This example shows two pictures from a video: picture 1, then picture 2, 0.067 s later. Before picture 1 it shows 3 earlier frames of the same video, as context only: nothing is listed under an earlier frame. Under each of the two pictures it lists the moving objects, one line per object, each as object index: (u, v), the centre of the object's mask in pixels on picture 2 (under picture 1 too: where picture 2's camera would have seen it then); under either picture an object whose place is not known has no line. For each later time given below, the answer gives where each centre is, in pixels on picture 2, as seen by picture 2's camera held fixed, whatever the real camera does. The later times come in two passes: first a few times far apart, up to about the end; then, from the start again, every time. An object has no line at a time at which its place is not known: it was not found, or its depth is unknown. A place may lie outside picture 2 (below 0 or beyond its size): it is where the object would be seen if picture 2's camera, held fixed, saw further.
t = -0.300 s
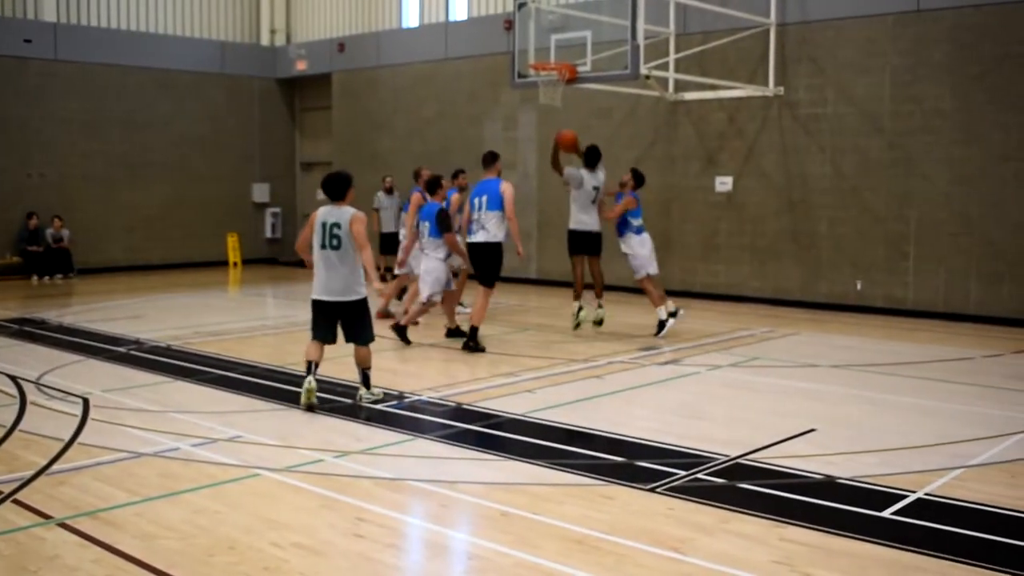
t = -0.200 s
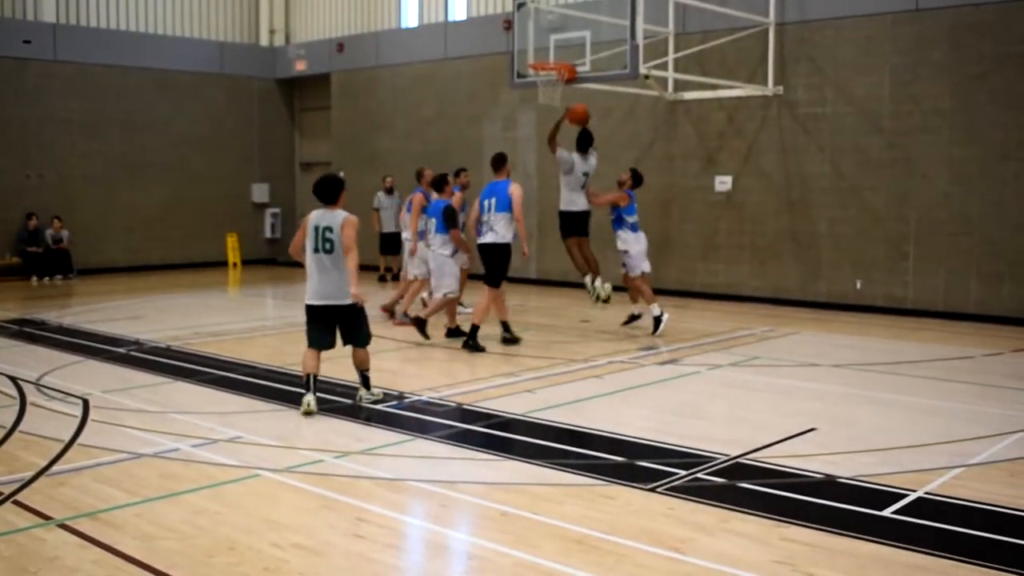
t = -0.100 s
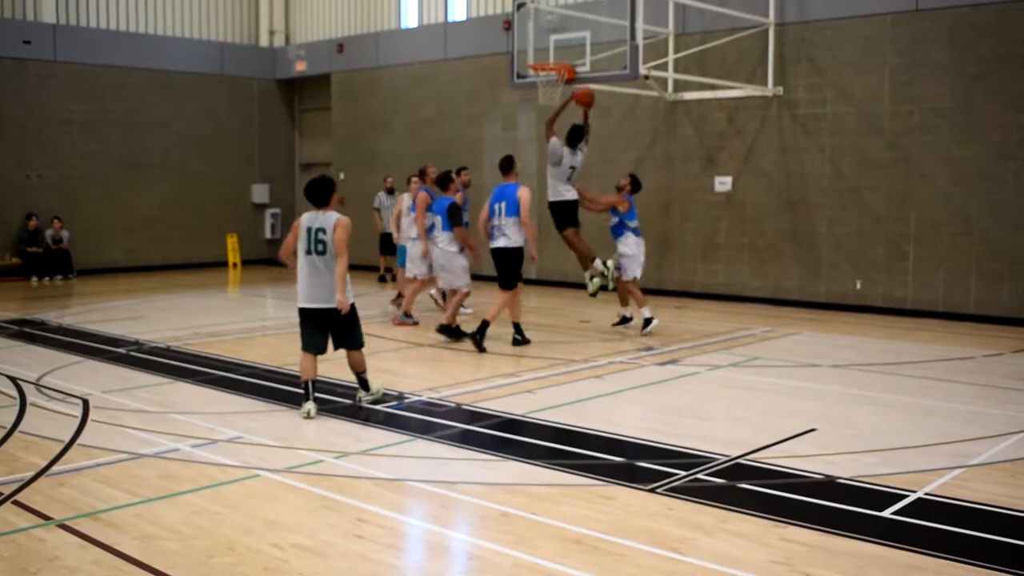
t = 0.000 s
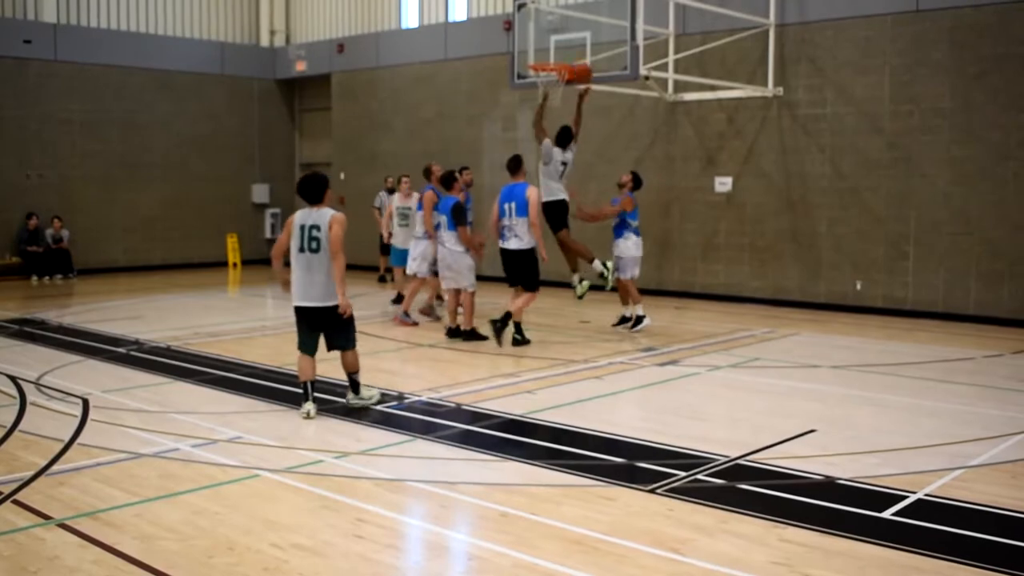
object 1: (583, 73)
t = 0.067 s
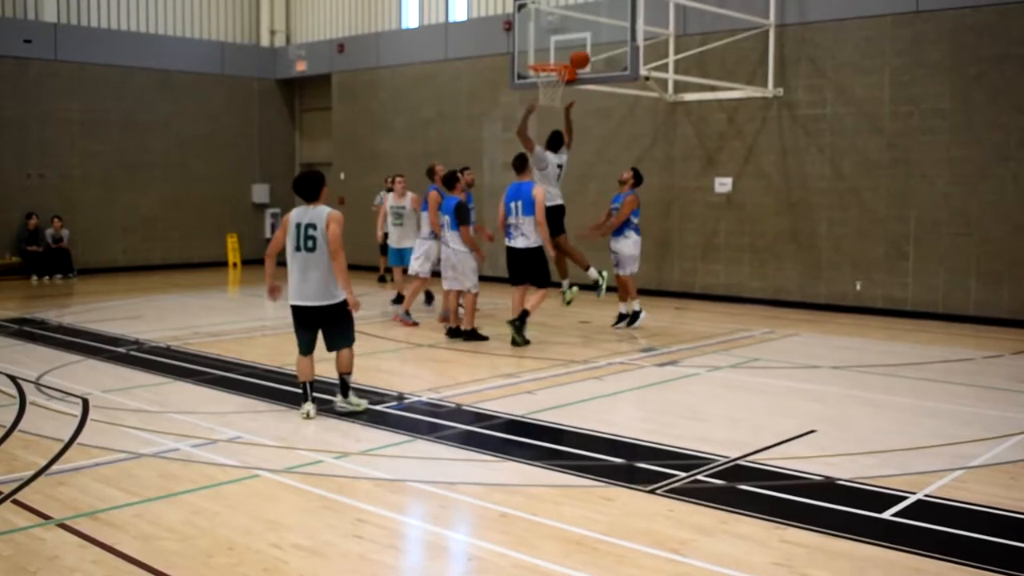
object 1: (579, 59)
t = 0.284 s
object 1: (564, 43)
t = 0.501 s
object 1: (539, 65)
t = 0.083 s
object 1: (578, 56)
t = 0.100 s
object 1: (578, 54)
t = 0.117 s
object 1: (577, 52)
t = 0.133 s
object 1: (577, 50)
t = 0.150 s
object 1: (576, 48)
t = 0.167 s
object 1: (575, 46)
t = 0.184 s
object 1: (575, 45)
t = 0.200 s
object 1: (574, 44)
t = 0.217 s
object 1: (572, 43)
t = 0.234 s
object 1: (570, 42)
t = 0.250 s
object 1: (568, 42)
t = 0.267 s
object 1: (566, 43)
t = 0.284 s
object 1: (564, 43)
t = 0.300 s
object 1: (562, 43)
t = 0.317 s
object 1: (560, 44)
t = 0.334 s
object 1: (558, 45)
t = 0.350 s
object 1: (556, 46)
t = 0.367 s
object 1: (553, 48)
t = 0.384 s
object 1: (551, 49)
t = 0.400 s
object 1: (549, 51)
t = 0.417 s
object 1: (547, 53)
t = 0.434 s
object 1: (545, 55)
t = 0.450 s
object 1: (543, 57)
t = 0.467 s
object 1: (540, 58)
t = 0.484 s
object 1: (538, 64)
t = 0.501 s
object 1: (539, 65)
